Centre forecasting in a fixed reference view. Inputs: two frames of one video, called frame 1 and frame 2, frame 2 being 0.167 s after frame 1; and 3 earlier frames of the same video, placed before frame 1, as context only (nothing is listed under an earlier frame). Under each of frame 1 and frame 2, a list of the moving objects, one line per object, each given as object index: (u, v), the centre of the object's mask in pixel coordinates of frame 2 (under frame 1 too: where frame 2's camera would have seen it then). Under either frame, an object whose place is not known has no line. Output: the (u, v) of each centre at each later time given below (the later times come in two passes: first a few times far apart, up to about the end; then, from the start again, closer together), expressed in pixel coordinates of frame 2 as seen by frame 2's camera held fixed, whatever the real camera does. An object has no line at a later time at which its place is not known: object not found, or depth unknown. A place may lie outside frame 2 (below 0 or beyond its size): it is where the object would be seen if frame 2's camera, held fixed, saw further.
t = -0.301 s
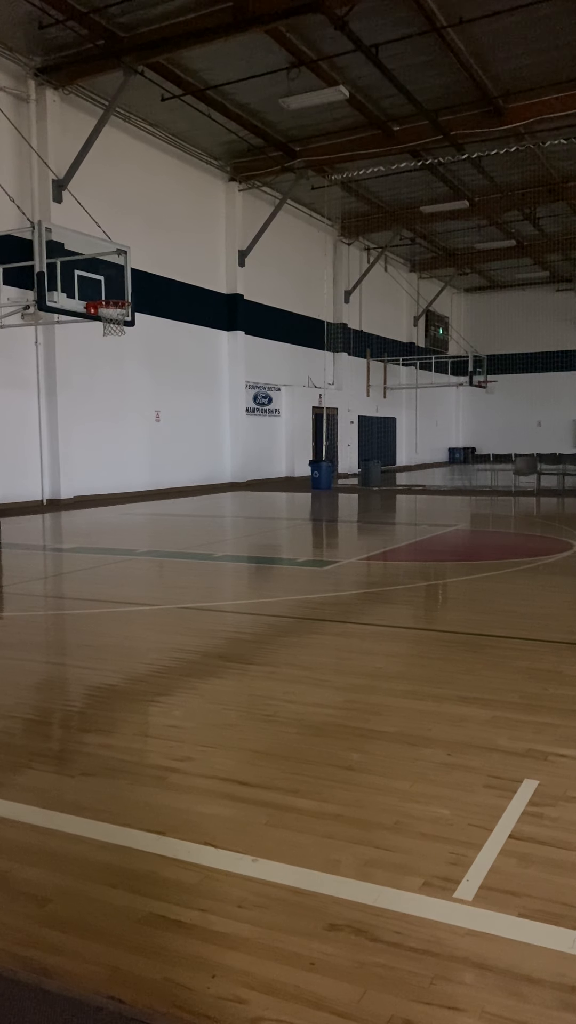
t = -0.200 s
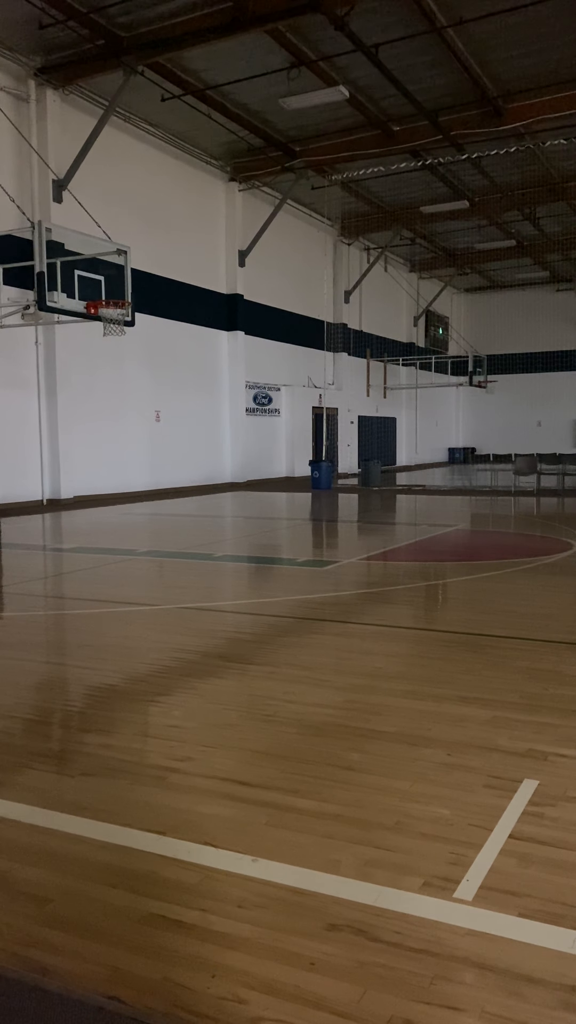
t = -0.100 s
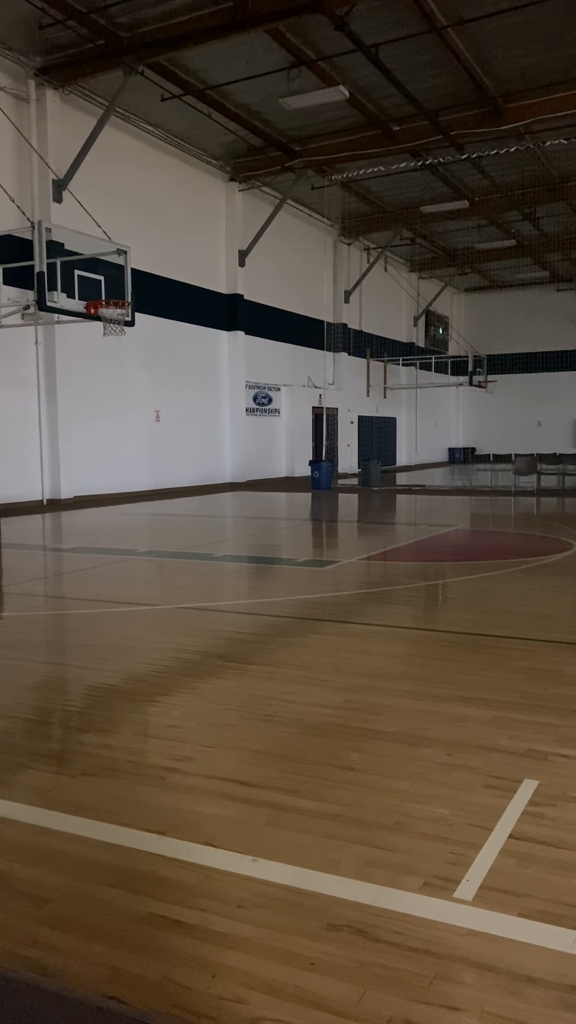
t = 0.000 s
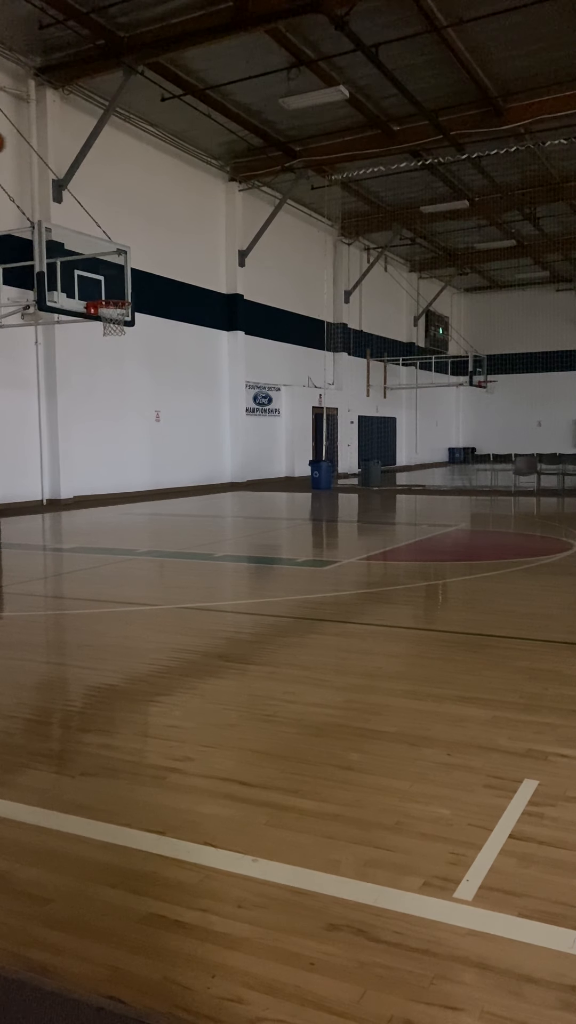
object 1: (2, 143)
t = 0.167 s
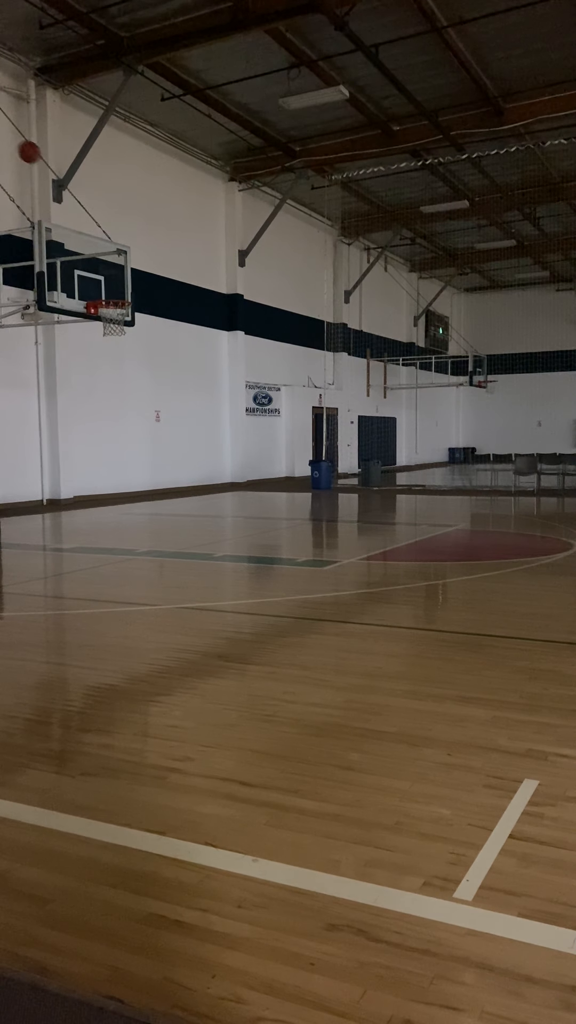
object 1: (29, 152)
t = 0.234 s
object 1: (43, 162)
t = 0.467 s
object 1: (86, 223)
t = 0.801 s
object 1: (109, 309)
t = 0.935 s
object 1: (101, 317)
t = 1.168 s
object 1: (113, 339)
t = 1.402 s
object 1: (129, 396)
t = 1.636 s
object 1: (145, 491)
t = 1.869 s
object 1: (157, 465)
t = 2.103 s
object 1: (169, 420)
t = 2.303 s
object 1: (179, 413)
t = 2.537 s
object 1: (191, 439)
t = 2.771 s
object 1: (204, 503)
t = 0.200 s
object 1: (36, 157)
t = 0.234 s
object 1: (43, 162)
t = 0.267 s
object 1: (49, 168)
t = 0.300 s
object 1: (56, 177)
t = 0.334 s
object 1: (62, 184)
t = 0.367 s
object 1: (68, 193)
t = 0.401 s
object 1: (75, 202)
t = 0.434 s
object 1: (81, 212)
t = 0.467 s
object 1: (86, 223)
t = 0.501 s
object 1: (92, 234)
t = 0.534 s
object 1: (98, 246)
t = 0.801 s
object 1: (109, 309)
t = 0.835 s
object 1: (105, 311)
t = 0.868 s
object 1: (101, 314)
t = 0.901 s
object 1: (100, 315)
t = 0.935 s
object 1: (101, 317)
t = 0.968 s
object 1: (101, 319)
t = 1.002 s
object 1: (100, 322)
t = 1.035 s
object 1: (103, 324)
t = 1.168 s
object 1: (113, 339)
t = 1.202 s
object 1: (115, 345)
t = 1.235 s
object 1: (117, 351)
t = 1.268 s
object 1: (120, 358)
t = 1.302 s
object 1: (122, 367)
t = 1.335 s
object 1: (124, 376)
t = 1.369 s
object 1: (127, 386)
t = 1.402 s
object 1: (129, 396)
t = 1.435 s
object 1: (132, 408)
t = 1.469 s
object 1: (134, 420)
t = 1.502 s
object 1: (137, 433)
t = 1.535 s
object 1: (139, 446)
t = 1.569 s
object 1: (141, 460)
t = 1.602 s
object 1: (143, 476)
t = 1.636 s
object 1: (145, 491)
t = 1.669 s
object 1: (148, 510)
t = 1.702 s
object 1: (150, 520)
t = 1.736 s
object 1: (151, 510)
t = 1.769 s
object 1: (152, 497)
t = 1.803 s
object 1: (154, 486)
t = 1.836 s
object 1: (156, 475)
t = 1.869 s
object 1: (157, 465)
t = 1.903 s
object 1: (159, 456)
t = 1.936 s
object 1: (160, 448)
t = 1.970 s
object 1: (162, 441)
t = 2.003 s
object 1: (164, 434)
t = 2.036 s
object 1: (165, 429)
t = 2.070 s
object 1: (167, 424)
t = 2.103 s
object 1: (169, 420)
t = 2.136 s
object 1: (170, 417)
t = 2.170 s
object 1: (172, 414)
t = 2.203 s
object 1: (174, 413)
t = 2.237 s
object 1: (175, 412)
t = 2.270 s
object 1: (177, 412)
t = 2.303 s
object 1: (179, 413)
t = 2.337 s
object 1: (181, 414)
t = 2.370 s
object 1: (182, 416)
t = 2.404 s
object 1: (184, 419)
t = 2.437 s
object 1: (186, 423)
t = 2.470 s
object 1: (188, 428)
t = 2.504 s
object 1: (189, 433)
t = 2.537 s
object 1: (191, 439)
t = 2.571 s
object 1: (193, 446)
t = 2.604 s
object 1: (195, 454)
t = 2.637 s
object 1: (197, 462)
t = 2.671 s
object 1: (198, 471)
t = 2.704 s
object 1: (200, 481)
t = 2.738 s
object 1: (202, 491)
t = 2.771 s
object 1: (204, 503)
